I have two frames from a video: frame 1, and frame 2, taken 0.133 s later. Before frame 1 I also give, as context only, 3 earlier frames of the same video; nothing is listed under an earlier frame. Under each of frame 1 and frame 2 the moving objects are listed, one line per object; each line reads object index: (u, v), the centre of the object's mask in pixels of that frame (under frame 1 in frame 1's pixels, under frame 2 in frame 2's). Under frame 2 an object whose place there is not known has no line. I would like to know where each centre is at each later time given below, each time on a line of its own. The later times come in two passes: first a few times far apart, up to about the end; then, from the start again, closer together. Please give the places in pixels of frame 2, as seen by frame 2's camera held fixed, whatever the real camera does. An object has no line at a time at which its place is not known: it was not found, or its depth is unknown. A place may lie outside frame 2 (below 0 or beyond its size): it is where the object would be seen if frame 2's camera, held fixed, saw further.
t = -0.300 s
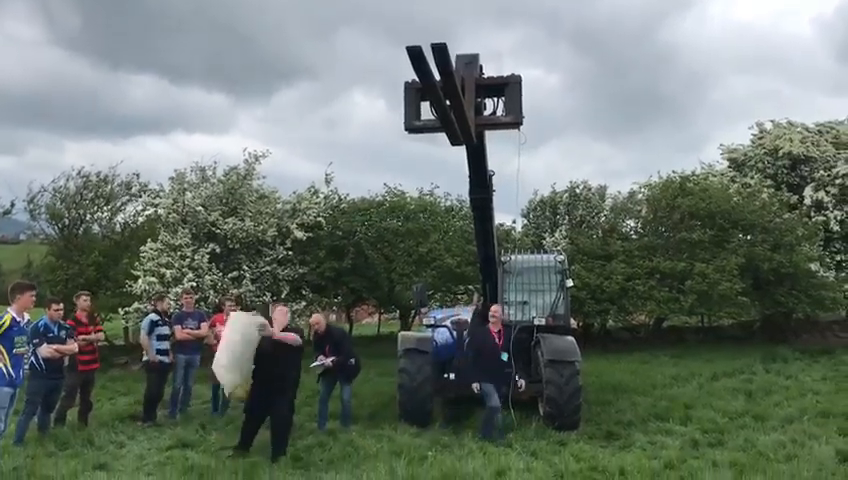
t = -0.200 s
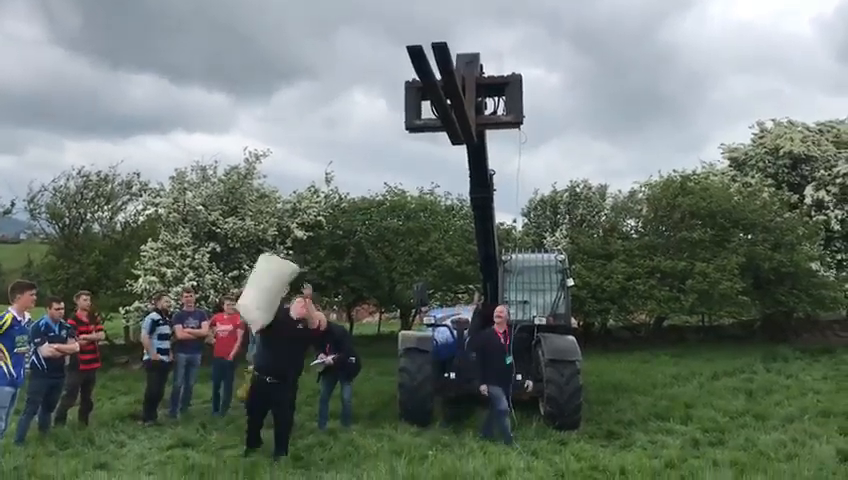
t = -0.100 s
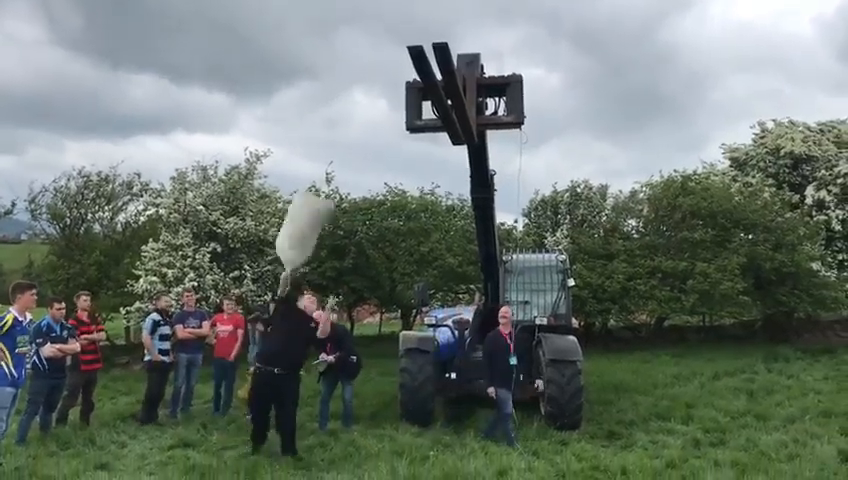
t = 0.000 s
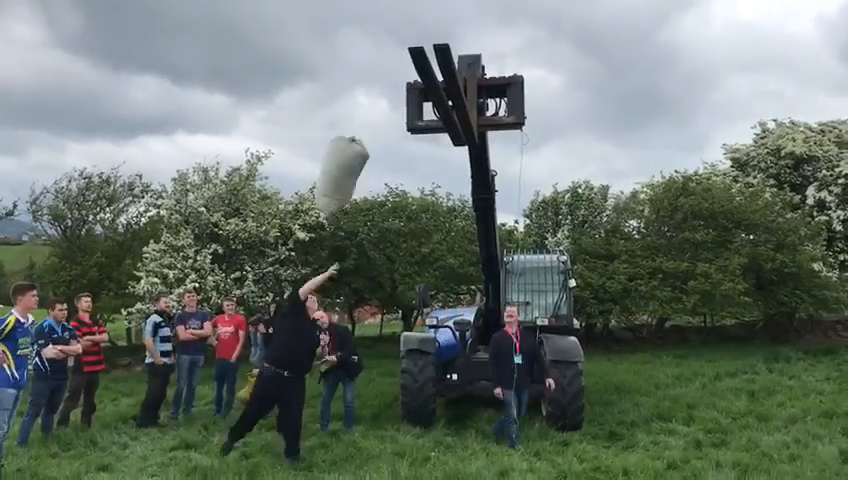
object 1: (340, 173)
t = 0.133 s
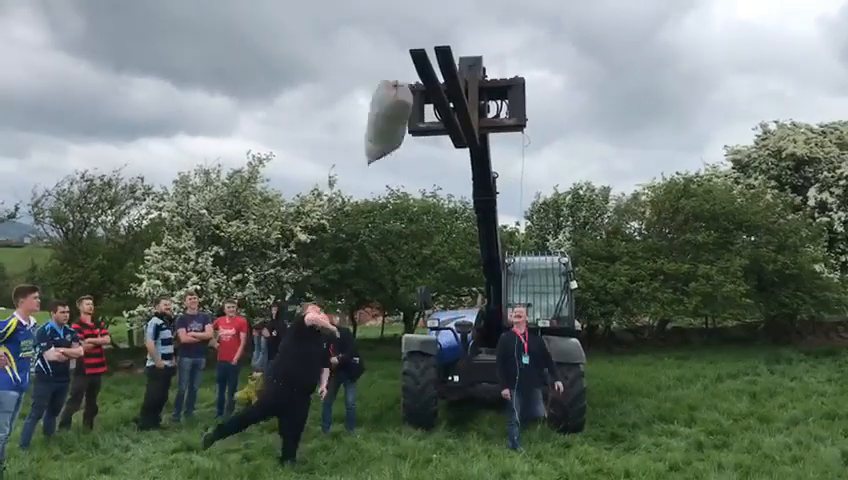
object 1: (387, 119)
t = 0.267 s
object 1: (424, 85)
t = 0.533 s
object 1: (527, 46)
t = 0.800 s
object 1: (613, 88)
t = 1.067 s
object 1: (700, 196)
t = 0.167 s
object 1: (398, 107)
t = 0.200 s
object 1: (408, 101)
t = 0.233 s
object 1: (414, 98)
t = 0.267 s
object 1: (424, 85)
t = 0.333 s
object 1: (463, 56)
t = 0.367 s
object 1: (471, 54)
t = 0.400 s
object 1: (480, 53)
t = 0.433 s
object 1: (492, 49)
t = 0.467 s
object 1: (504, 46)
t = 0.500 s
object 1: (515, 46)
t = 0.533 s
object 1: (527, 46)
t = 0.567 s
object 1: (537, 48)
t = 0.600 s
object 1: (548, 51)
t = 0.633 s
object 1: (559, 54)
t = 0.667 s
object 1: (570, 59)
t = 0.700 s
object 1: (580, 64)
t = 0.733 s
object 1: (591, 72)
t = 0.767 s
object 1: (601, 80)
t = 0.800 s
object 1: (613, 88)
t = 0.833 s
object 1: (624, 98)
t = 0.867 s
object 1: (634, 109)
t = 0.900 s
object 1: (646, 121)
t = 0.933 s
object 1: (657, 134)
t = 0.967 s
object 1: (667, 149)
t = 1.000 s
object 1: (677, 163)
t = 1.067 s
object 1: (700, 196)
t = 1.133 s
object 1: (720, 237)
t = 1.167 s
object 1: (731, 260)
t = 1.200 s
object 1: (742, 285)
